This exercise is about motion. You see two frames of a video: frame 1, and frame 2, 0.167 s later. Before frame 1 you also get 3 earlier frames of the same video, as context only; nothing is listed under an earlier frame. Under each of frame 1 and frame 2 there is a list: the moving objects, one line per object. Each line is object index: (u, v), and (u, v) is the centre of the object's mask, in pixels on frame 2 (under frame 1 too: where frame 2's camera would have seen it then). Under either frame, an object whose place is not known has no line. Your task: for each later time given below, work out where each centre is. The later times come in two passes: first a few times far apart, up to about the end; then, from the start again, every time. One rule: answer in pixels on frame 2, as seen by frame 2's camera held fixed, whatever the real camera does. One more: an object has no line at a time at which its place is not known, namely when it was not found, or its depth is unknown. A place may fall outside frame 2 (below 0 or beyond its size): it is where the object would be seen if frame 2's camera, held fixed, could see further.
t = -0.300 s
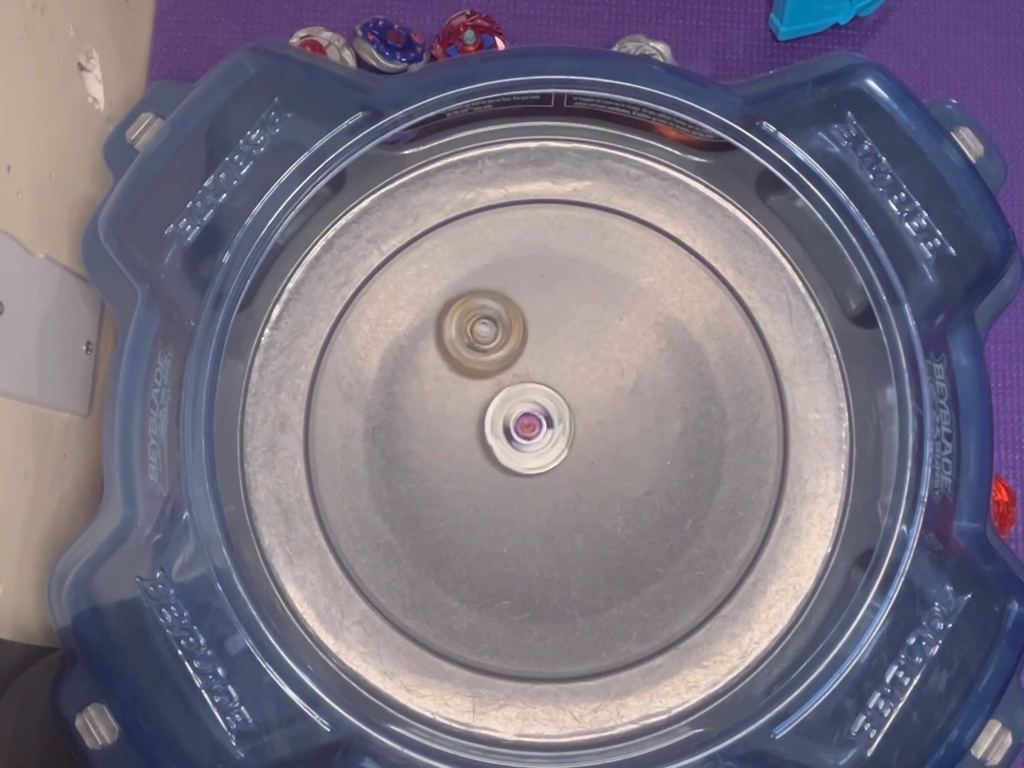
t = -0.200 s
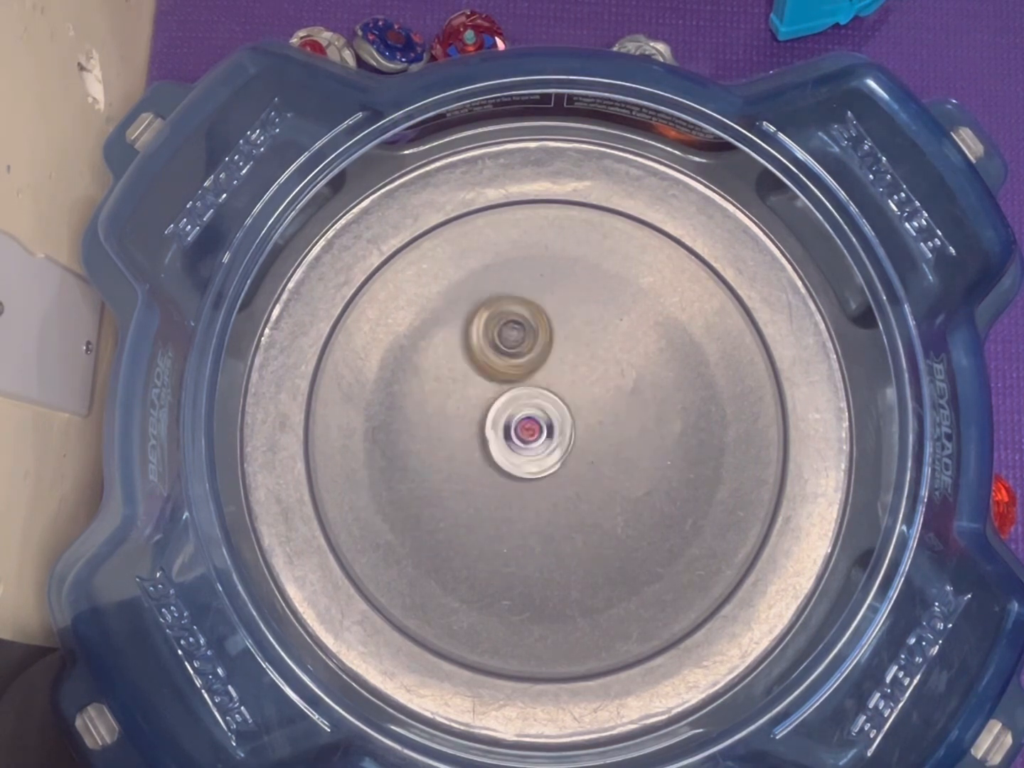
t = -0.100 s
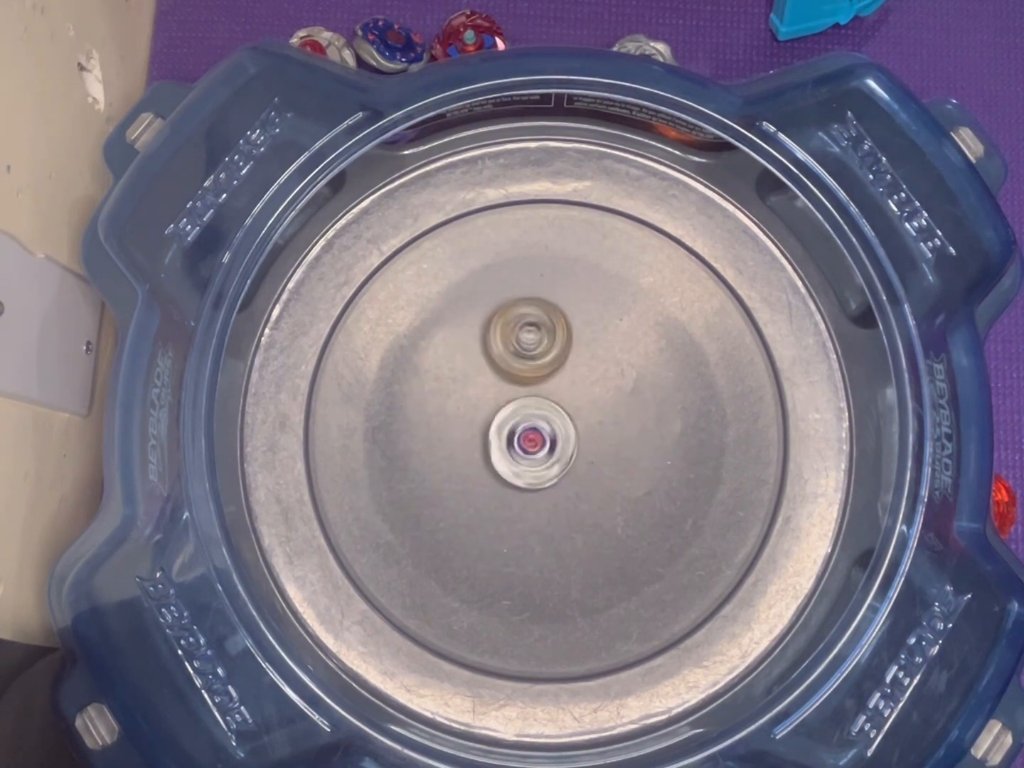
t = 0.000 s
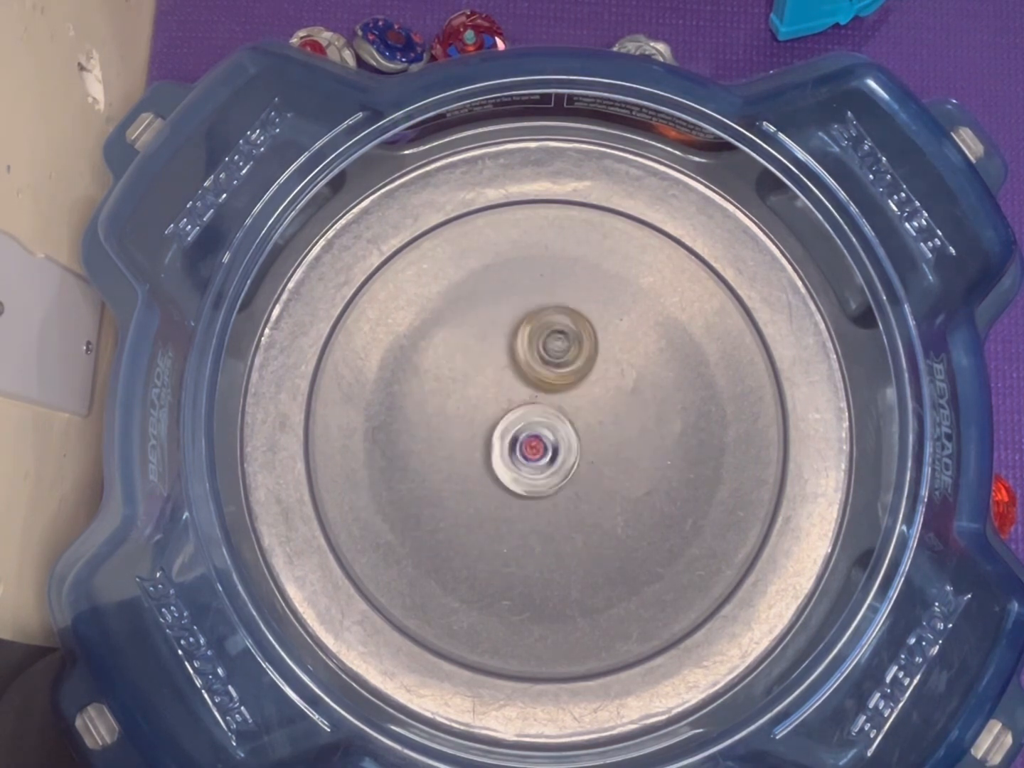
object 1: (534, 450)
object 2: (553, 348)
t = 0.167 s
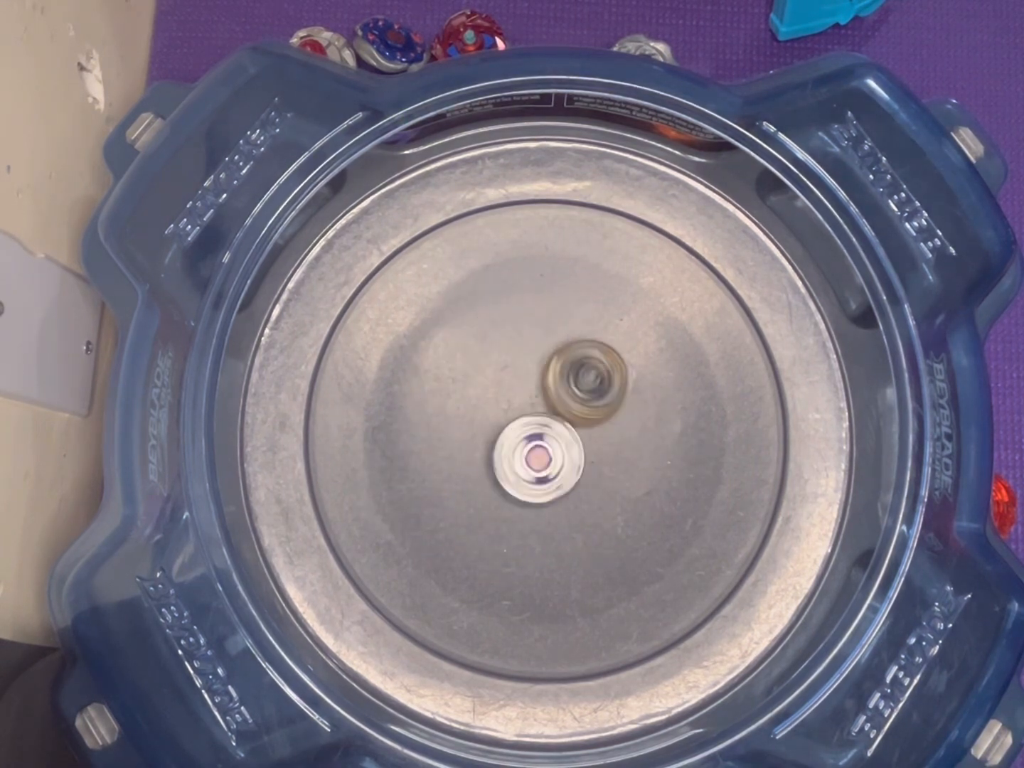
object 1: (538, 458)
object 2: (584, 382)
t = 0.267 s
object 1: (535, 463)
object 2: (598, 394)
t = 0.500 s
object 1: (530, 459)
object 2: (619, 438)
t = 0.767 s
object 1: (513, 437)
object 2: (620, 484)
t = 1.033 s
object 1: (528, 409)
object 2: (571, 499)
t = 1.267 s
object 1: (544, 407)
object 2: (524, 510)
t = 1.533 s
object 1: (553, 422)
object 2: (483, 492)
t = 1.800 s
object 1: (549, 437)
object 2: (451, 469)
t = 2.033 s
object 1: (554, 439)
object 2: (457, 436)
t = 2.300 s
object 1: (560, 444)
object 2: (470, 405)
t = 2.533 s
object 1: (553, 462)
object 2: (454, 386)
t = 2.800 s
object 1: (552, 453)
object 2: (477, 401)
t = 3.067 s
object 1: (573, 442)
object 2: (487, 384)
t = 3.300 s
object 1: (572, 441)
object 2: (502, 378)
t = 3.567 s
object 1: (572, 437)
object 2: (518, 370)
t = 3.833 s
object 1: (563, 449)
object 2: (503, 382)
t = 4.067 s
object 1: (570, 464)
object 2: (493, 394)
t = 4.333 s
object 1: (563, 451)
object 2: (502, 391)
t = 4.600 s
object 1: (572, 438)
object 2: (505, 391)
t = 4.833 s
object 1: (564, 447)
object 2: (506, 390)
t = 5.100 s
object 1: (568, 463)
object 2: (505, 391)
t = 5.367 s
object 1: (563, 450)
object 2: (506, 391)
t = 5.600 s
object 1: (571, 438)
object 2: (506, 391)
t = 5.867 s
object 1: (563, 448)
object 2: (506, 391)
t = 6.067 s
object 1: (566, 460)
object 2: (506, 391)
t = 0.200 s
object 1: (536, 459)
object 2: (590, 388)
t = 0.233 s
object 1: (536, 459)
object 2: (593, 391)
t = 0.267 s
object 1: (535, 463)
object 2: (598, 394)
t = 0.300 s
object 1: (533, 462)
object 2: (605, 398)
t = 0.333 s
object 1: (534, 461)
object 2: (611, 403)
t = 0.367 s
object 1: (535, 462)
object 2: (617, 410)
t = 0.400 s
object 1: (533, 460)
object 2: (619, 416)
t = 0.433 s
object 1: (534, 459)
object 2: (621, 423)
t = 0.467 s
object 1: (532, 461)
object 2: (621, 432)
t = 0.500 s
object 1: (530, 459)
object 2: (619, 438)
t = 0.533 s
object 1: (527, 455)
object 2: (622, 445)
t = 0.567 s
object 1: (521, 454)
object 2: (629, 450)
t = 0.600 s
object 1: (517, 451)
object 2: (633, 454)
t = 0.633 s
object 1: (515, 447)
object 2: (635, 461)
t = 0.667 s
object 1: (516, 448)
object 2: (635, 469)
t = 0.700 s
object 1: (514, 447)
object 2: (634, 474)
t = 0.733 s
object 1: (512, 441)
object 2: (628, 479)
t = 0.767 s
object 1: (513, 437)
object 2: (620, 484)
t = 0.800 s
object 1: (513, 434)
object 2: (615, 485)
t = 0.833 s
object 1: (514, 428)
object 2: (605, 485)
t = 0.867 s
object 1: (518, 425)
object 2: (595, 486)
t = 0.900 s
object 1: (521, 425)
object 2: (587, 486)
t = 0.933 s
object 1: (520, 421)
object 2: (582, 488)
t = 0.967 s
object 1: (524, 415)
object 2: (578, 489)
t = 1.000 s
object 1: (527, 412)
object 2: (575, 494)
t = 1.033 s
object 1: (528, 409)
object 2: (571, 499)
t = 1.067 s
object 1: (531, 404)
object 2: (564, 503)
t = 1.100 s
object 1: (535, 404)
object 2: (557, 509)
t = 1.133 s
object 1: (535, 405)
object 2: (552, 512)
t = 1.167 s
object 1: (536, 403)
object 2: (545, 513)
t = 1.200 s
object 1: (543, 404)
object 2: (536, 513)
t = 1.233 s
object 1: (545, 407)
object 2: (529, 513)
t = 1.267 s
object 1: (544, 407)
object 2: (524, 510)
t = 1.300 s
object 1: (549, 409)
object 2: (517, 506)
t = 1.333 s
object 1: (551, 416)
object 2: (510, 501)
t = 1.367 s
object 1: (551, 415)
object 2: (503, 503)
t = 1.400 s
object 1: (555, 414)
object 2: (499, 503)
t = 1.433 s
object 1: (556, 418)
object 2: (495, 501)
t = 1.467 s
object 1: (552, 420)
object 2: (490, 498)
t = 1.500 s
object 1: (551, 419)
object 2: (486, 495)
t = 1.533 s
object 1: (553, 422)
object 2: (483, 492)
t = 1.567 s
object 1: (551, 426)
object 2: (477, 487)
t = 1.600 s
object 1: (552, 425)
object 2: (465, 488)
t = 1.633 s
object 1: (556, 425)
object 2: (460, 488)
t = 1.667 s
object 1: (557, 430)
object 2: (458, 486)
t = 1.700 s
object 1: (551, 432)
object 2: (453, 482)
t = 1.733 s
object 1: (548, 430)
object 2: (451, 478)
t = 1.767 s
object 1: (550, 432)
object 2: (451, 475)
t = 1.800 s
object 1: (549, 437)
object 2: (451, 469)
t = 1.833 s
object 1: (543, 436)
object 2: (451, 465)
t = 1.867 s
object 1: (545, 434)
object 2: (454, 460)
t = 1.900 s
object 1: (550, 437)
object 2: (454, 454)
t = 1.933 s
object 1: (549, 440)
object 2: (456, 447)
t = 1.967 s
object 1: (549, 439)
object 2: (455, 443)
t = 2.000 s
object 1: (553, 437)
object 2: (455, 441)
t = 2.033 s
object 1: (554, 439)
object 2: (457, 436)
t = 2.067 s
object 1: (553, 440)
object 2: (459, 430)
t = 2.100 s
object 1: (554, 439)
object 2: (455, 425)
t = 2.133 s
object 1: (561, 440)
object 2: (455, 423)
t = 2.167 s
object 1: (563, 444)
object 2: (456, 419)
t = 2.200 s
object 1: (559, 446)
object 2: (457, 414)
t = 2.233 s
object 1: (557, 443)
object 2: (459, 411)
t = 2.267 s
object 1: (559, 442)
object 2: (464, 409)
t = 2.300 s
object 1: (560, 444)
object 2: (470, 405)
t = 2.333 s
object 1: (557, 446)
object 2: (474, 403)
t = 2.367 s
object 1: (557, 449)
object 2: (468, 396)
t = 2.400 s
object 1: (560, 456)
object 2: (458, 388)
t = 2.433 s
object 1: (557, 462)
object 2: (453, 385)
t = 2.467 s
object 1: (552, 463)
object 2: (452, 385)
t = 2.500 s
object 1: (551, 463)
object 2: (452, 386)
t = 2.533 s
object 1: (553, 462)
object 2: (454, 386)
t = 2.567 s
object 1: (552, 460)
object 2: (454, 386)
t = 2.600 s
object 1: (552, 459)
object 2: (453, 386)
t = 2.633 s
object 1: (550, 459)
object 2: (453, 390)
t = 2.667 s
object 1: (549, 459)
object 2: (457, 396)
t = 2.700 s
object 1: (548, 458)
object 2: (463, 400)
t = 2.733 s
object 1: (547, 457)
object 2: (471, 404)
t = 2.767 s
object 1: (549, 454)
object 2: (474, 402)
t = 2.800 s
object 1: (552, 453)
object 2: (477, 401)
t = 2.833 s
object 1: (553, 451)
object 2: (479, 401)
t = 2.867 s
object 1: (554, 448)
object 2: (483, 399)
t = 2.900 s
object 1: (557, 451)
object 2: (481, 394)
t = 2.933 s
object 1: (560, 449)
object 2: (481, 391)
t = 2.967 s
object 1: (563, 447)
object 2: (482, 389)
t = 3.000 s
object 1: (566, 445)
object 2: (484, 387)
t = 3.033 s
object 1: (570, 444)
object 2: (485, 386)
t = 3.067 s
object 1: (573, 442)
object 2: (487, 384)
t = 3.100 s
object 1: (575, 441)
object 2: (489, 381)
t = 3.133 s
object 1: (573, 441)
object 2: (491, 379)
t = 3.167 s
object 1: (573, 441)
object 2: (491, 376)
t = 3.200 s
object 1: (573, 441)
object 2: (492, 376)
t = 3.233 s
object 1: (573, 441)
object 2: (493, 377)
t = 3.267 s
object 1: (573, 441)
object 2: (497, 379)
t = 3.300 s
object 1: (572, 441)
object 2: (502, 378)
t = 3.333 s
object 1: (572, 440)
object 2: (507, 376)
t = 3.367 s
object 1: (573, 439)
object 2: (509, 374)
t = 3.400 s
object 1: (572, 439)
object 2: (511, 372)
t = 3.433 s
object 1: (573, 438)
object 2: (514, 372)
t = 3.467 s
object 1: (573, 438)
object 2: (516, 371)
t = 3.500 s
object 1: (573, 436)
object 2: (517, 371)
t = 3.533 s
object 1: (573, 437)
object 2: (518, 369)
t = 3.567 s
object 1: (572, 437)
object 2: (518, 370)
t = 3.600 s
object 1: (573, 438)
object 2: (513, 369)
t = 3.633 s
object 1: (571, 438)
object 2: (510, 369)
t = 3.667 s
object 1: (570, 438)
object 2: (509, 370)
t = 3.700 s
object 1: (568, 440)
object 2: (509, 374)
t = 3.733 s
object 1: (567, 442)
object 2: (506, 375)
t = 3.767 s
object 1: (564, 444)
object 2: (505, 378)
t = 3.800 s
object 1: (563, 447)
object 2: (504, 380)
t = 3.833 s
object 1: (563, 449)
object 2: (503, 382)
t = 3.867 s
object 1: (563, 453)
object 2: (503, 383)
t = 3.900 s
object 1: (564, 456)
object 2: (502, 385)
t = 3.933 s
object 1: (565, 459)
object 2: (501, 388)
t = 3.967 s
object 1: (566, 461)
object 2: (499, 390)
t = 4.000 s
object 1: (568, 463)
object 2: (497, 392)
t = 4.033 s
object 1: (569, 463)
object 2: (495, 393)
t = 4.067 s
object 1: (570, 464)
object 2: (493, 394)
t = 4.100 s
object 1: (570, 464)
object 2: (492, 394)
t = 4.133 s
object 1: (569, 464)
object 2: (493, 394)
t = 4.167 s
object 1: (568, 463)
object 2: (495, 394)
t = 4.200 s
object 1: (567, 462)
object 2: (496, 393)
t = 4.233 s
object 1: (566, 460)
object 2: (497, 393)
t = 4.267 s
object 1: (564, 457)
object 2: (498, 392)
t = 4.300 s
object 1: (563, 454)
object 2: (500, 392)
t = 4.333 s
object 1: (563, 451)
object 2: (502, 391)
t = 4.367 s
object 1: (563, 448)
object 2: (504, 389)
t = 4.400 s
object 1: (564, 445)
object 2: (506, 387)
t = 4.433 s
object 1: (566, 443)
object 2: (506, 386)
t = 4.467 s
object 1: (567, 441)
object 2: (506, 388)
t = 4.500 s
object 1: (569, 439)
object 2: (505, 390)
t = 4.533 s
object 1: (571, 438)
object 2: (504, 391)
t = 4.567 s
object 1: (572, 438)
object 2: (504, 391)
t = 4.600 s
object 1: (572, 438)
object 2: (505, 391)
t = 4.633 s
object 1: (572, 438)
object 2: (506, 389)
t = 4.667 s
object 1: (572, 438)
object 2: (506, 388)
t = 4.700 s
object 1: (570, 439)
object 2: (507, 389)
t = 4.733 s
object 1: (568, 440)
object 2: (506, 390)
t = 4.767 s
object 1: (566, 442)
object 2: (505, 391)
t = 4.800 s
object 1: (565, 445)
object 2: (505, 391)
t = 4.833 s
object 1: (564, 447)
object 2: (506, 390)
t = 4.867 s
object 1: (563, 449)
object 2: (507, 389)
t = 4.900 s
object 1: (563, 452)
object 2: (507, 389)
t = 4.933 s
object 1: (564, 455)
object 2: (507, 389)
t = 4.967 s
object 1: (564, 458)
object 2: (507, 389)
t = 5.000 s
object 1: (566, 460)
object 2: (507, 389)
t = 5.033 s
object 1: (566, 461)
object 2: (506, 390)
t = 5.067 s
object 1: (567, 463)
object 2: (506, 391)
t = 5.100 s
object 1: (568, 463)
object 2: (505, 391)
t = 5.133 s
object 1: (568, 463)
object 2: (506, 390)
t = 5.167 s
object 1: (568, 463)
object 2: (506, 390)
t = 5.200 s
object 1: (567, 462)
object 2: (506, 390)
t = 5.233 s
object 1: (566, 460)
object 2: (506, 391)
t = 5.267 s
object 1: (565, 459)
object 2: (506, 391)
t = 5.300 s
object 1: (564, 456)
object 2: (506, 391)
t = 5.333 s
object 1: (563, 453)
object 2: (506, 391)
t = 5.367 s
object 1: (563, 450)
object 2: (506, 391)
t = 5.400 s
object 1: (563, 448)
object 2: (506, 391)
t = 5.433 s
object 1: (564, 446)
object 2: (506, 391)
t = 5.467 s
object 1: (566, 443)
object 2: (506, 391)
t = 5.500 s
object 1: (567, 441)
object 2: (506, 391)
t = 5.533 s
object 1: (568, 440)
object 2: (506, 391)
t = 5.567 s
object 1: (570, 439)
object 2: (506, 391)
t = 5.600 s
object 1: (571, 438)
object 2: (506, 391)
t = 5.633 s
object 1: (571, 438)
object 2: (506, 391)
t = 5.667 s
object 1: (571, 438)
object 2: (506, 391)
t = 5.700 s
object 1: (570, 439)
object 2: (506, 391)
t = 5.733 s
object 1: (569, 439)
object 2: (506, 391)
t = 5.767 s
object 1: (567, 441)
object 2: (506, 391)
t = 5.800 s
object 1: (566, 443)
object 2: (506, 391)
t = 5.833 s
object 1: (564, 445)
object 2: (506, 391)
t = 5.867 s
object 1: (563, 448)
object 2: (506, 391)
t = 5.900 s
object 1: (563, 450)
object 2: (506, 391)
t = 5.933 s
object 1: (563, 452)
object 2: (506, 391)
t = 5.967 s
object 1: (563, 454)
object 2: (506, 391)
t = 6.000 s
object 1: (564, 457)
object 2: (506, 391)
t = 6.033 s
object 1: (565, 459)
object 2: (506, 391)
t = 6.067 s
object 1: (566, 460)
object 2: (506, 391)
